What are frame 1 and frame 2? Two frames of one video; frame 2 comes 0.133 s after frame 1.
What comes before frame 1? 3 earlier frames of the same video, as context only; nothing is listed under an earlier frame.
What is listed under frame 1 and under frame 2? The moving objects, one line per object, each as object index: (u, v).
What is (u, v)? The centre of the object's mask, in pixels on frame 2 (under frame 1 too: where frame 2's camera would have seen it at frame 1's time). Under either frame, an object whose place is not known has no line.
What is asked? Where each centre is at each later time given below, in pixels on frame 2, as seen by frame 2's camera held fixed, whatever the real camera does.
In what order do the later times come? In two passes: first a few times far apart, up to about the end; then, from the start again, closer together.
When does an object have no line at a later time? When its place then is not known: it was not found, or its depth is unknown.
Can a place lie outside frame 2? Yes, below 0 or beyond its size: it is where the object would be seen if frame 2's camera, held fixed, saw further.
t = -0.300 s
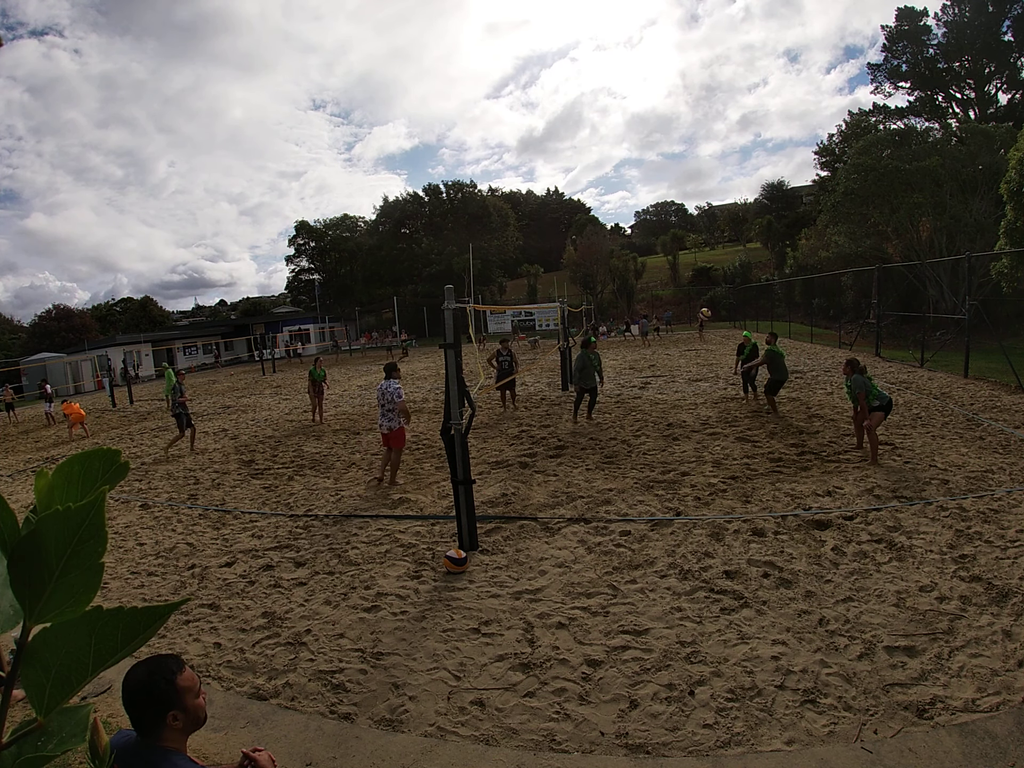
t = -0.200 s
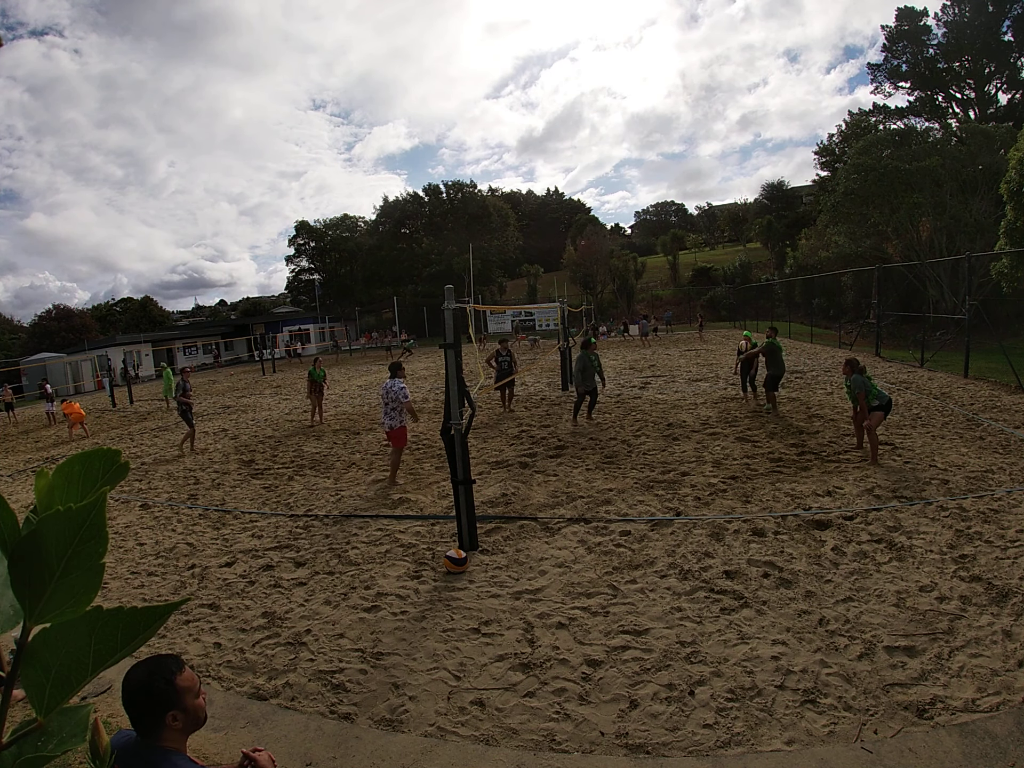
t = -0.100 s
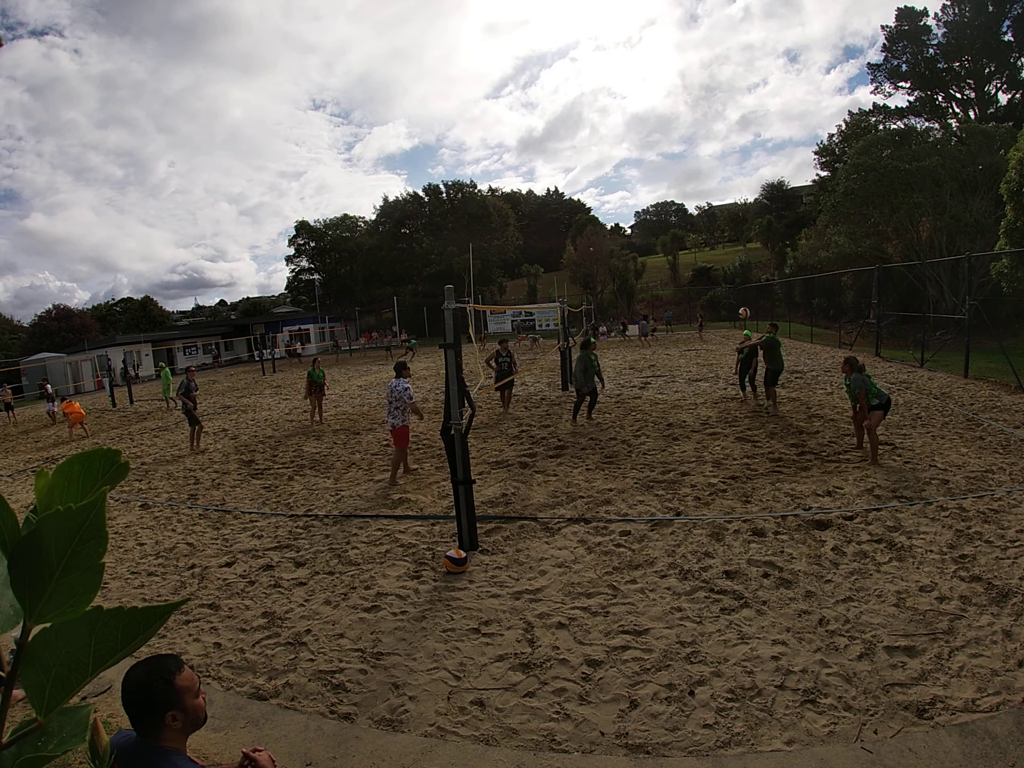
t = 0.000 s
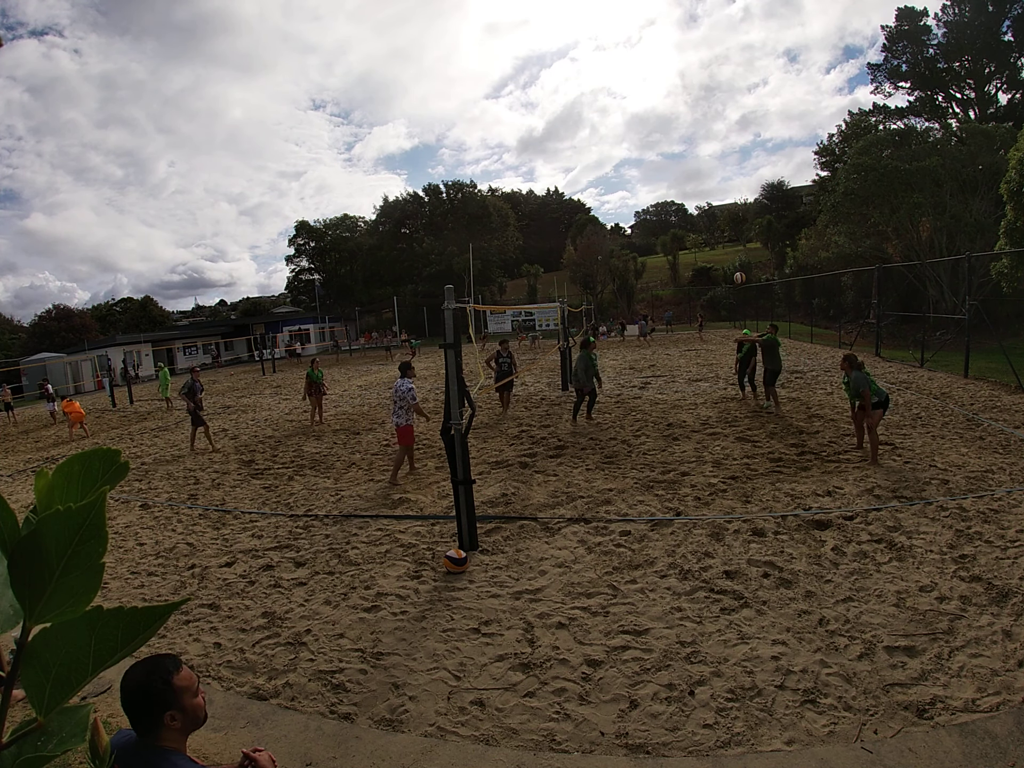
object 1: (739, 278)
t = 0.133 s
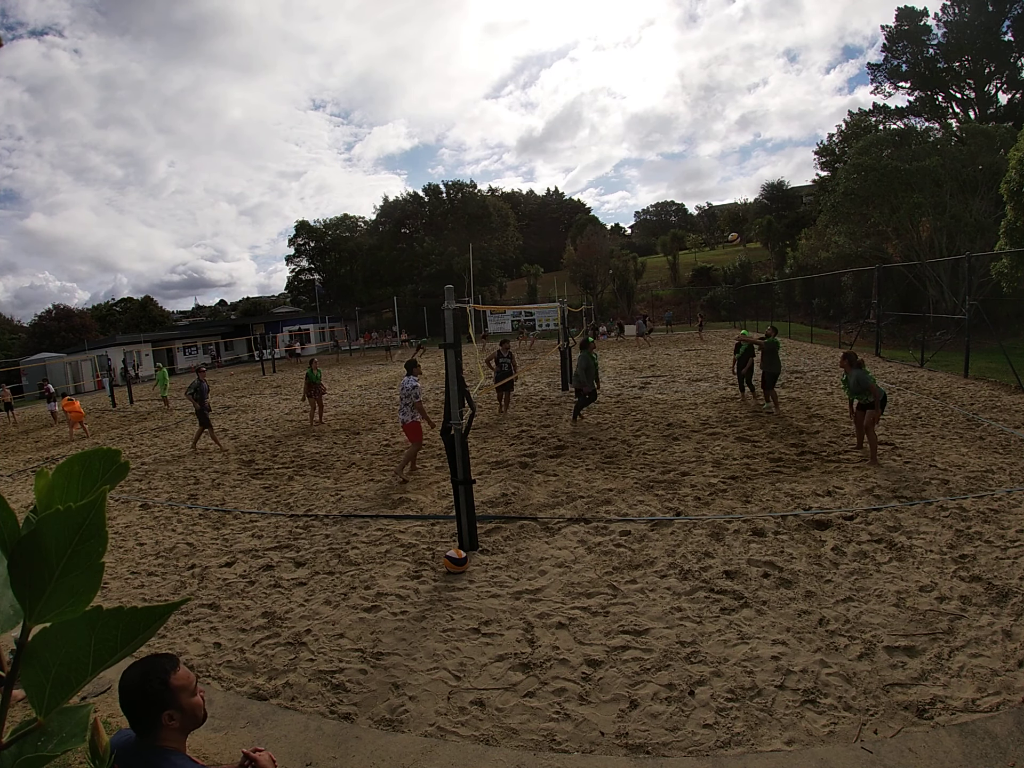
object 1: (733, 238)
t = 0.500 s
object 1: (722, 179)
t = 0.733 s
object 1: (718, 178)
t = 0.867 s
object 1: (717, 190)
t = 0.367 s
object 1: (725, 193)
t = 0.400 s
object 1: (724, 189)
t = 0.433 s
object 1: (724, 185)
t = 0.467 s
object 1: (723, 182)
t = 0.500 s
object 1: (722, 179)
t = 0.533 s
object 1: (721, 177)
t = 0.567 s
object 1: (720, 176)
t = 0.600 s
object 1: (720, 175)
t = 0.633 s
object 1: (719, 175)
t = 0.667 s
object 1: (719, 175)
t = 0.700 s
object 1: (718, 177)
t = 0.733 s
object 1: (718, 178)
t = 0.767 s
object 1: (718, 180)
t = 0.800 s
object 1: (717, 183)
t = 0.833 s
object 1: (717, 186)
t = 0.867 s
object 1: (717, 190)
